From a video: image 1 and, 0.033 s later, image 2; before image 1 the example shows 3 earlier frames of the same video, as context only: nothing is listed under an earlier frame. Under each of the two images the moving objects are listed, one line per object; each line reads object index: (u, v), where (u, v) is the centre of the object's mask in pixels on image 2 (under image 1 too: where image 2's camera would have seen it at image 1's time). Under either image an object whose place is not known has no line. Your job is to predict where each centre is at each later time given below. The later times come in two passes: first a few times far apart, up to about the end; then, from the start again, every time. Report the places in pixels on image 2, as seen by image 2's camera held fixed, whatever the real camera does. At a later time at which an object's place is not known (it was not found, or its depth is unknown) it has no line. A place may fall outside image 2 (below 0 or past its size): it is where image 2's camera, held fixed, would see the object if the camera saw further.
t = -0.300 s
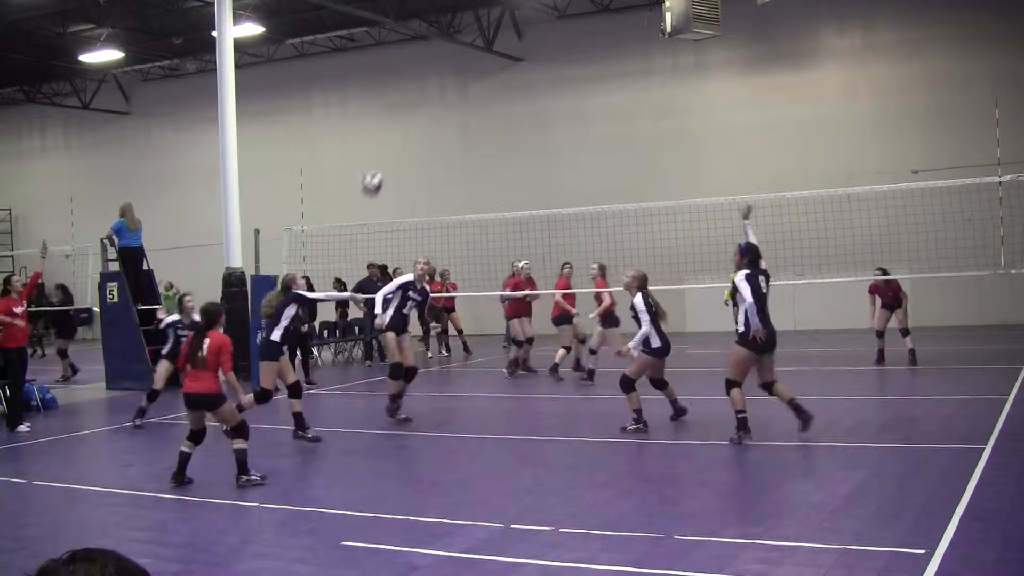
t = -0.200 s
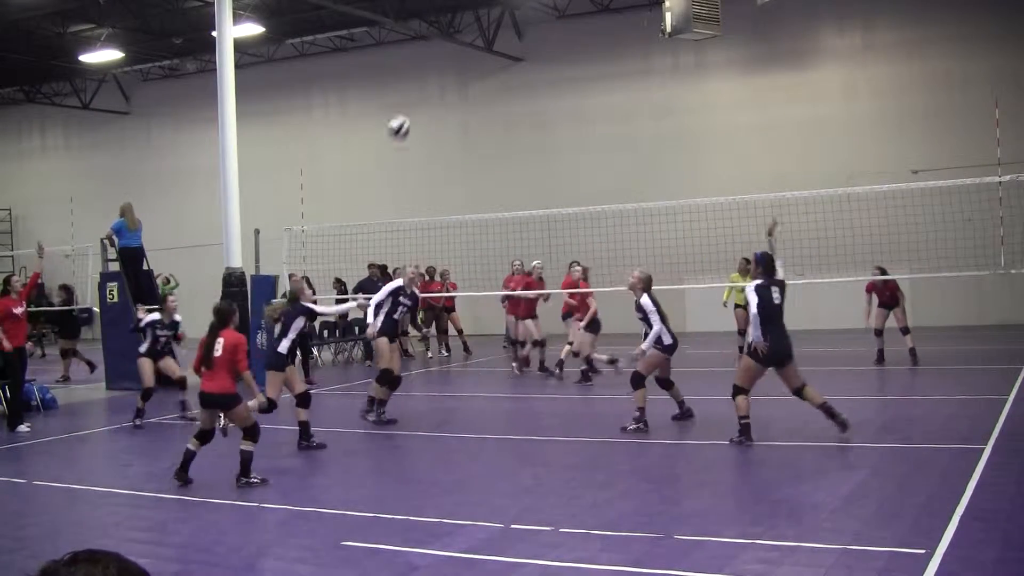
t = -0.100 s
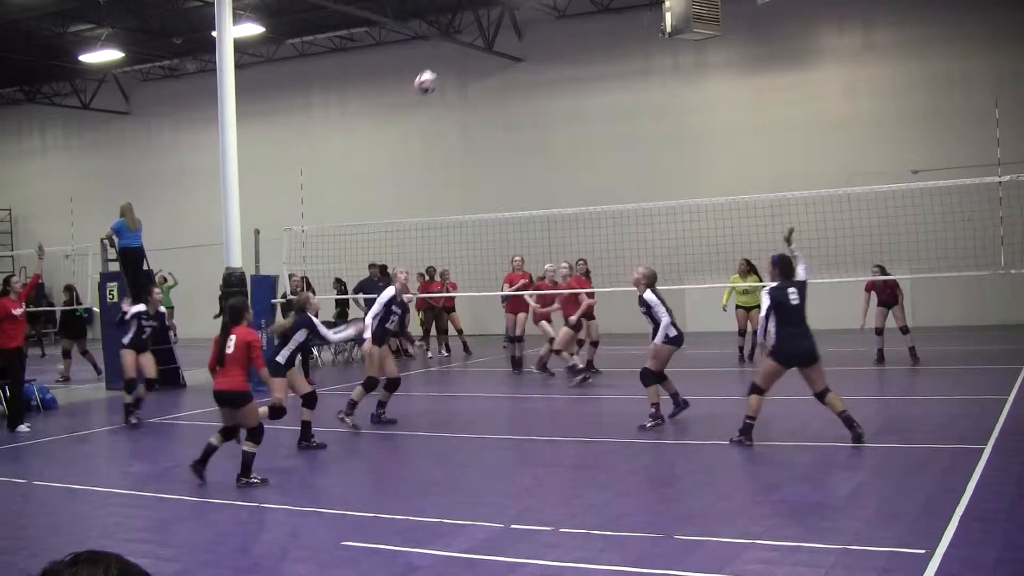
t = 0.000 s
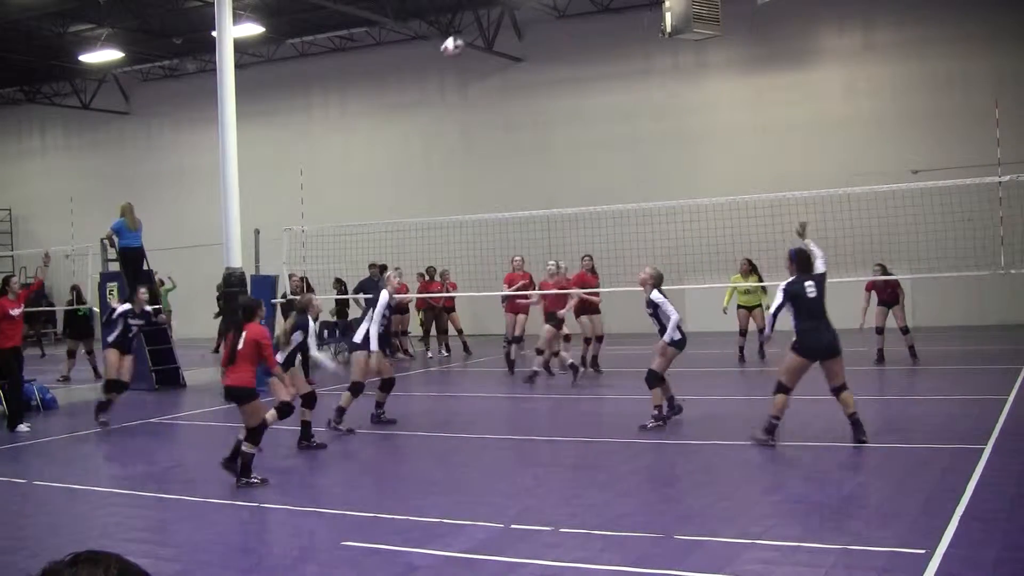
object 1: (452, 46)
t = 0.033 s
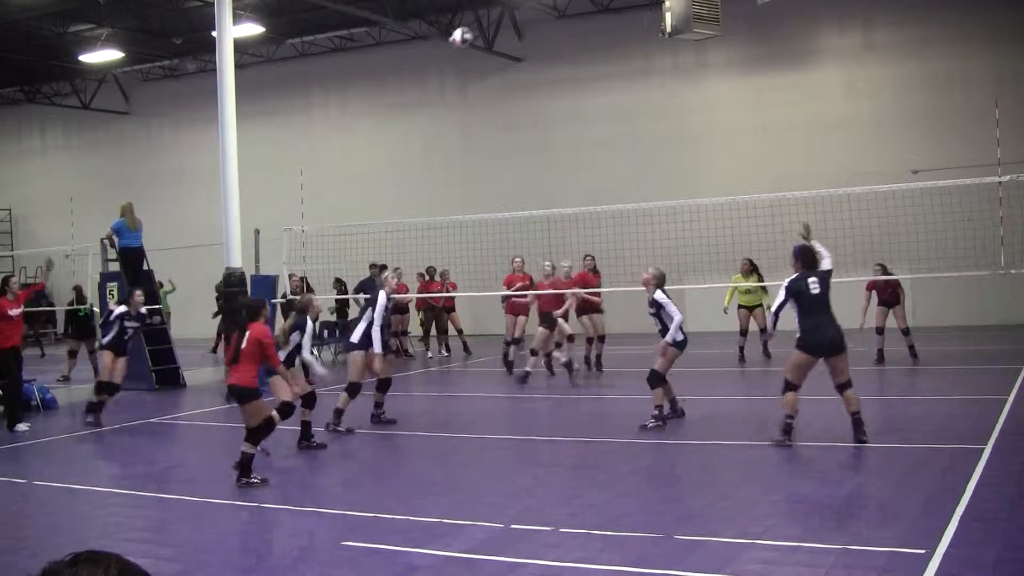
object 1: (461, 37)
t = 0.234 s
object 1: (513, 7)
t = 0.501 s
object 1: (584, 26)
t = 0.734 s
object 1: (648, 103)
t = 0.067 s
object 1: (470, 29)
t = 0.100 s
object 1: (479, 23)
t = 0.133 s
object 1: (488, 18)
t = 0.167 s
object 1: (495, 12)
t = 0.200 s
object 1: (505, 9)
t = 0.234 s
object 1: (513, 7)
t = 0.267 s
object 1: (521, 6)
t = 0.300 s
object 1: (530, 6)
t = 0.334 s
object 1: (540, 6)
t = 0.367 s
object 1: (550, 8)
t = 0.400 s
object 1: (558, 10)
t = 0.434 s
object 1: (566, 15)
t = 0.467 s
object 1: (574, 18)
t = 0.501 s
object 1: (584, 26)
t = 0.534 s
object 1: (593, 32)
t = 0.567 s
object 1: (602, 41)
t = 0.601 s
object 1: (610, 51)
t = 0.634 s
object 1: (620, 61)
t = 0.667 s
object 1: (629, 75)
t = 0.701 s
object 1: (638, 88)
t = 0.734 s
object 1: (648, 103)
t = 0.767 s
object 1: (655, 116)
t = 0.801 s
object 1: (664, 132)
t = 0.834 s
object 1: (672, 149)
